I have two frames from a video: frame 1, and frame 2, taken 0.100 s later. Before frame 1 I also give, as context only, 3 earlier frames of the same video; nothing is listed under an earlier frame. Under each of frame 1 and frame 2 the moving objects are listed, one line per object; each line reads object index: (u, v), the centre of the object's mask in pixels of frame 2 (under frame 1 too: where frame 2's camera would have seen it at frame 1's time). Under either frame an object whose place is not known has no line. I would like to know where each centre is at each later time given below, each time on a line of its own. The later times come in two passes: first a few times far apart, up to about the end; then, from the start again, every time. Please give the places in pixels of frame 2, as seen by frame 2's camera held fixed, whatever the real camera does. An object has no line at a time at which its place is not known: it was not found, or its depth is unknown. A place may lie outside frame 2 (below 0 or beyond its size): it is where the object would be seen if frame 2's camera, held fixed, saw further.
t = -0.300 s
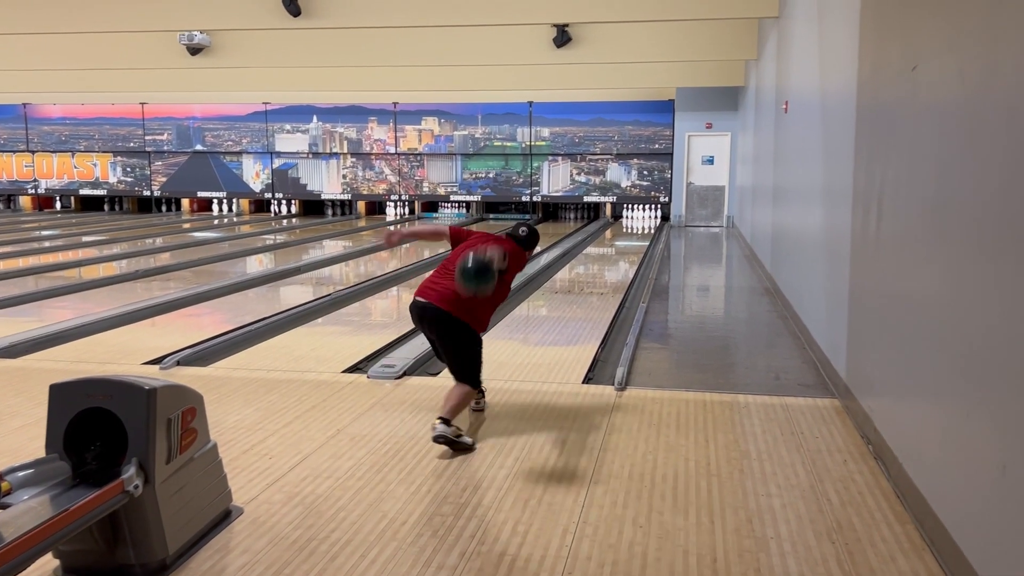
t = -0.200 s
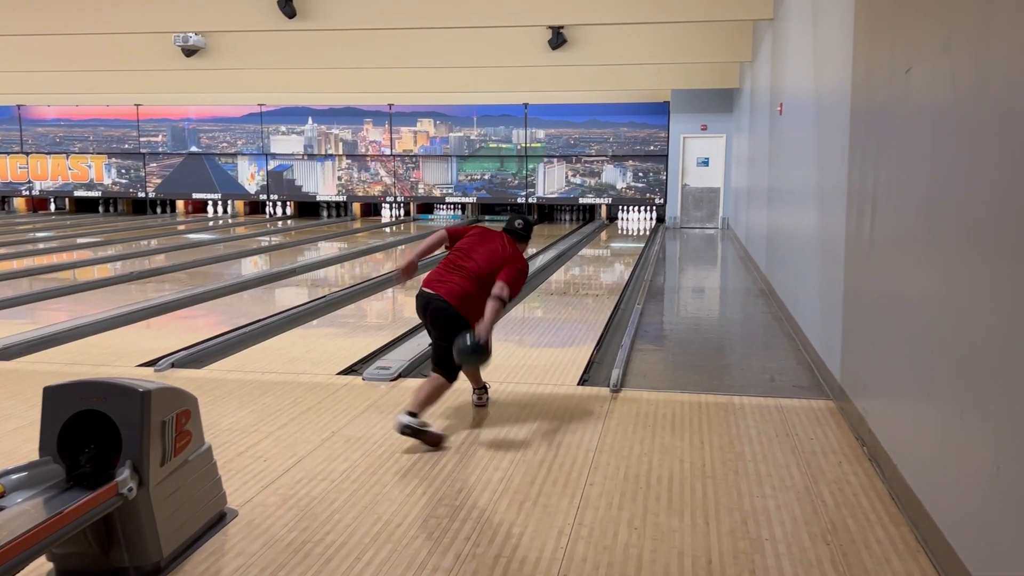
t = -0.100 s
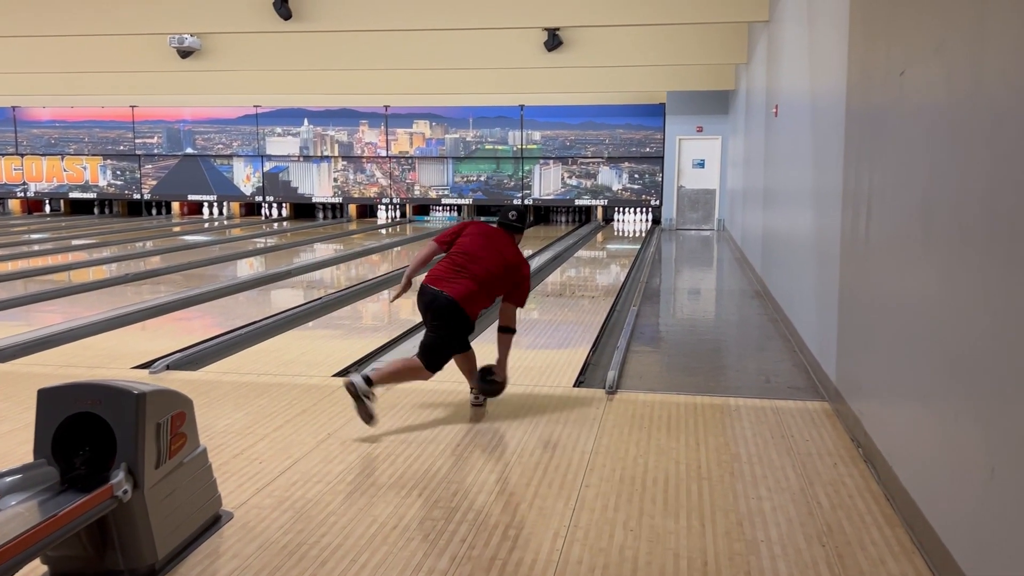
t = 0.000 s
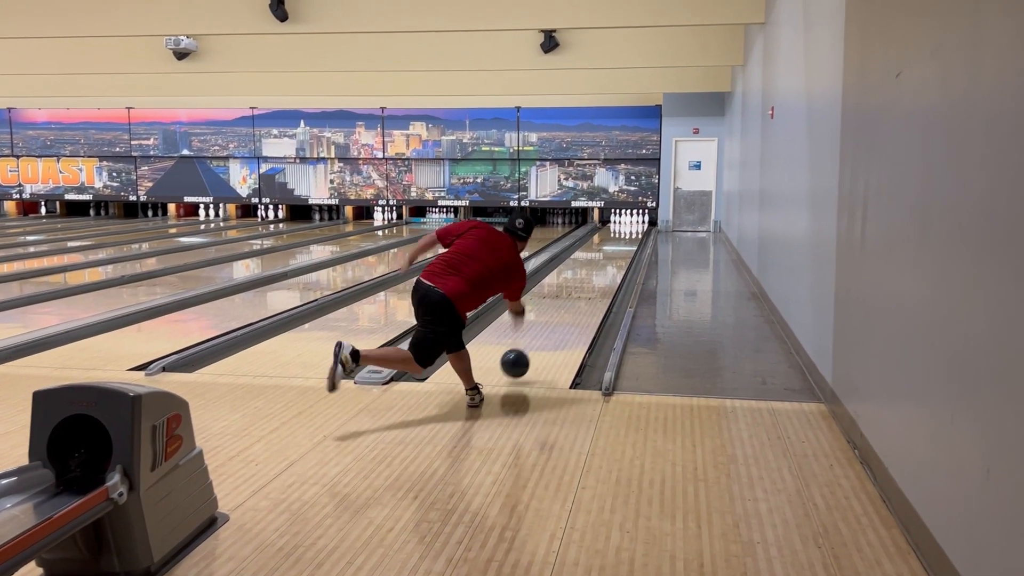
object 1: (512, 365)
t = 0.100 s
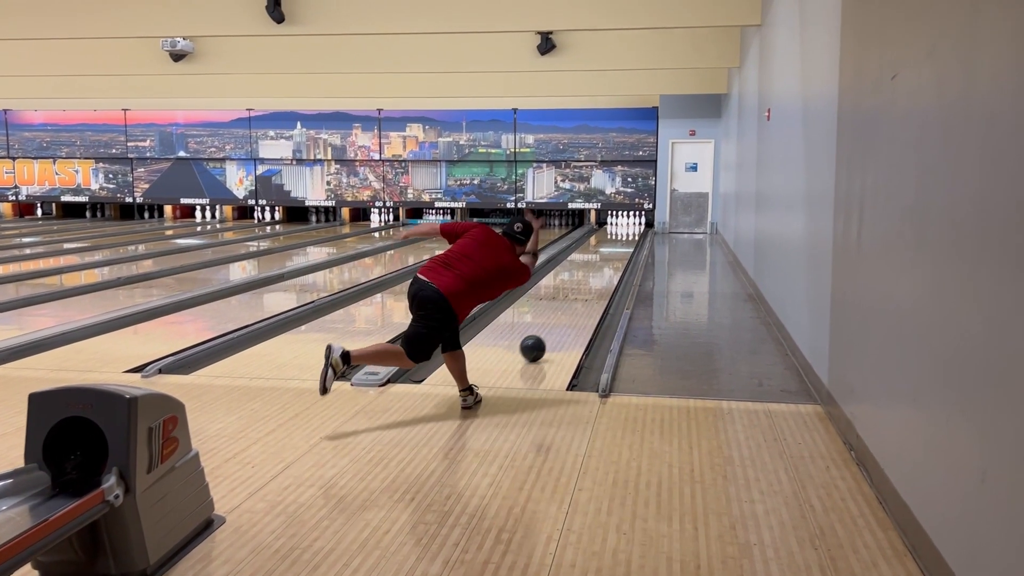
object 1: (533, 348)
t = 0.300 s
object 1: (563, 316)
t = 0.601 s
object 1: (592, 285)
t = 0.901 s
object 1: (610, 265)
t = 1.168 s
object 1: (620, 252)
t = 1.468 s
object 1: (627, 241)
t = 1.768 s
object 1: (630, 233)
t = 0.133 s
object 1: (539, 341)
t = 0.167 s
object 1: (544, 336)
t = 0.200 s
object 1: (549, 330)
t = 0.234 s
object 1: (554, 325)
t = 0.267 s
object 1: (559, 320)
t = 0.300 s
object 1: (563, 316)
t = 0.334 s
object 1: (567, 312)
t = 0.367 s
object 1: (571, 307)
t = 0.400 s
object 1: (574, 304)
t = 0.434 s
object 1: (578, 300)
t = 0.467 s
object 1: (581, 297)
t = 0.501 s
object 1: (584, 293)
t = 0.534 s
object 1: (587, 290)
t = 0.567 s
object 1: (589, 288)
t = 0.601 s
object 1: (592, 285)
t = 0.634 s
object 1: (594, 282)
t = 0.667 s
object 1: (597, 279)
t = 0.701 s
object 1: (599, 277)
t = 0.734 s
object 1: (601, 275)
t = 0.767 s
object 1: (603, 272)
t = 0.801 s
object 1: (605, 270)
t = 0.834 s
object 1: (606, 268)
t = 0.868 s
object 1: (608, 266)
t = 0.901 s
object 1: (610, 265)
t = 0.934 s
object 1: (611, 263)
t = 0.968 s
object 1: (613, 261)
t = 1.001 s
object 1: (614, 259)
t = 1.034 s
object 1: (615, 257)
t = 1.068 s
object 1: (617, 256)
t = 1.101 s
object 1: (618, 254)
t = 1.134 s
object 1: (619, 253)
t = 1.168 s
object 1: (620, 252)
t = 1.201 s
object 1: (621, 250)
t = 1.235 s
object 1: (622, 249)
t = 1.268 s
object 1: (623, 248)
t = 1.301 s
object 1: (624, 247)
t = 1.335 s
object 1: (625, 245)
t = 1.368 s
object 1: (625, 244)
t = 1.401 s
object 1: (626, 243)
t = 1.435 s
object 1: (626, 242)
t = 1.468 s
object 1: (627, 241)
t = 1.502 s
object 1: (628, 240)
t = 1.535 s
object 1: (628, 239)
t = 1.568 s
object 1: (628, 238)
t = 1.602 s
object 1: (629, 237)
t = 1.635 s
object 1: (630, 236)
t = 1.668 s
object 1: (630, 235)
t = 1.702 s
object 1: (630, 234)
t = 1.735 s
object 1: (630, 234)
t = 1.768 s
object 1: (630, 233)
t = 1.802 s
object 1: (630, 232)
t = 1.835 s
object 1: (630, 231)
